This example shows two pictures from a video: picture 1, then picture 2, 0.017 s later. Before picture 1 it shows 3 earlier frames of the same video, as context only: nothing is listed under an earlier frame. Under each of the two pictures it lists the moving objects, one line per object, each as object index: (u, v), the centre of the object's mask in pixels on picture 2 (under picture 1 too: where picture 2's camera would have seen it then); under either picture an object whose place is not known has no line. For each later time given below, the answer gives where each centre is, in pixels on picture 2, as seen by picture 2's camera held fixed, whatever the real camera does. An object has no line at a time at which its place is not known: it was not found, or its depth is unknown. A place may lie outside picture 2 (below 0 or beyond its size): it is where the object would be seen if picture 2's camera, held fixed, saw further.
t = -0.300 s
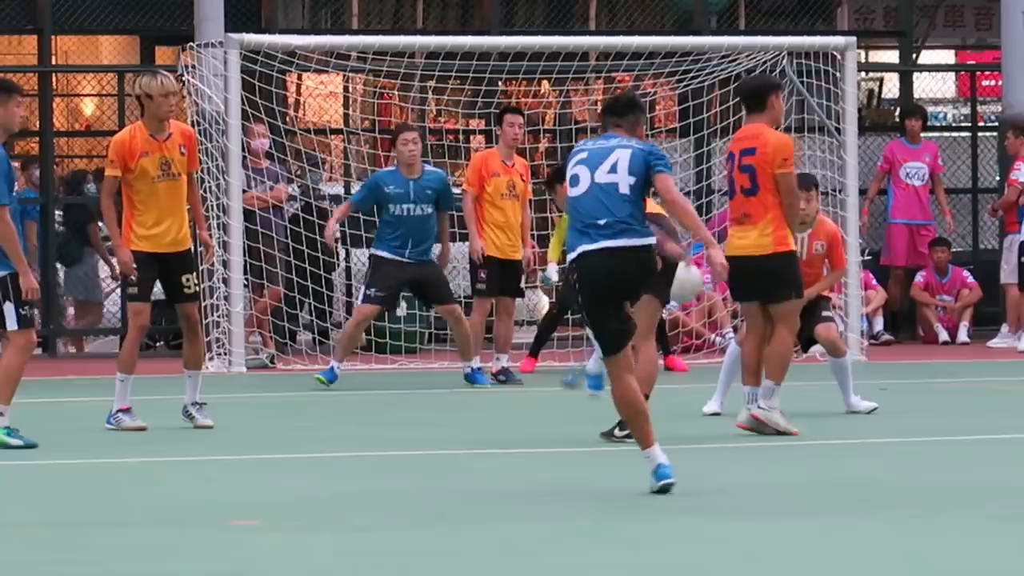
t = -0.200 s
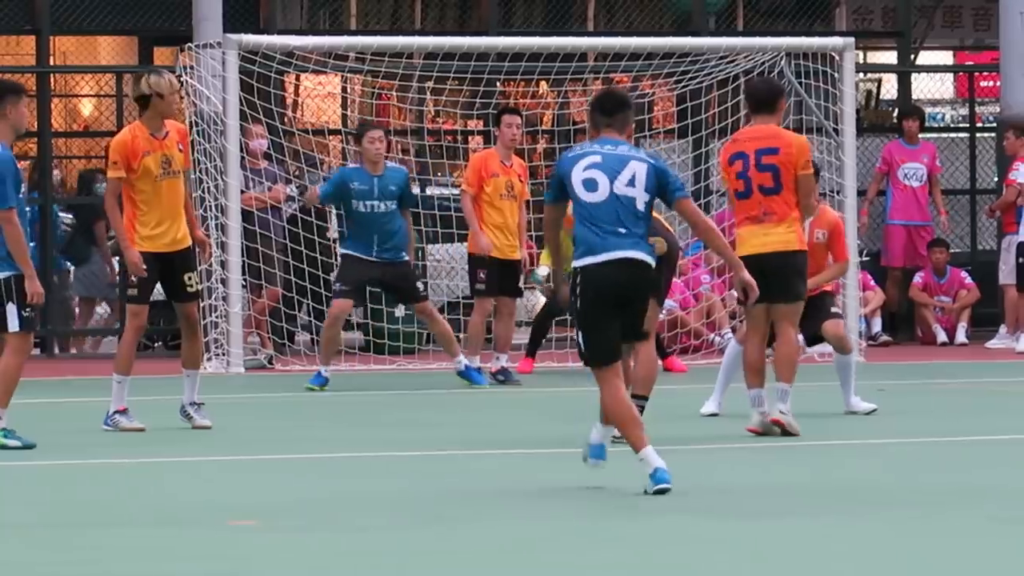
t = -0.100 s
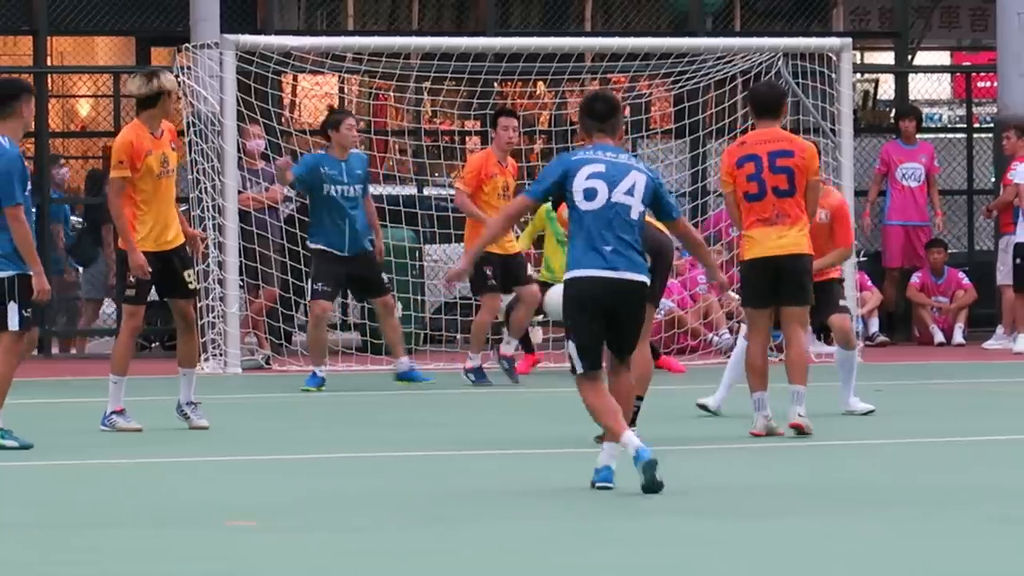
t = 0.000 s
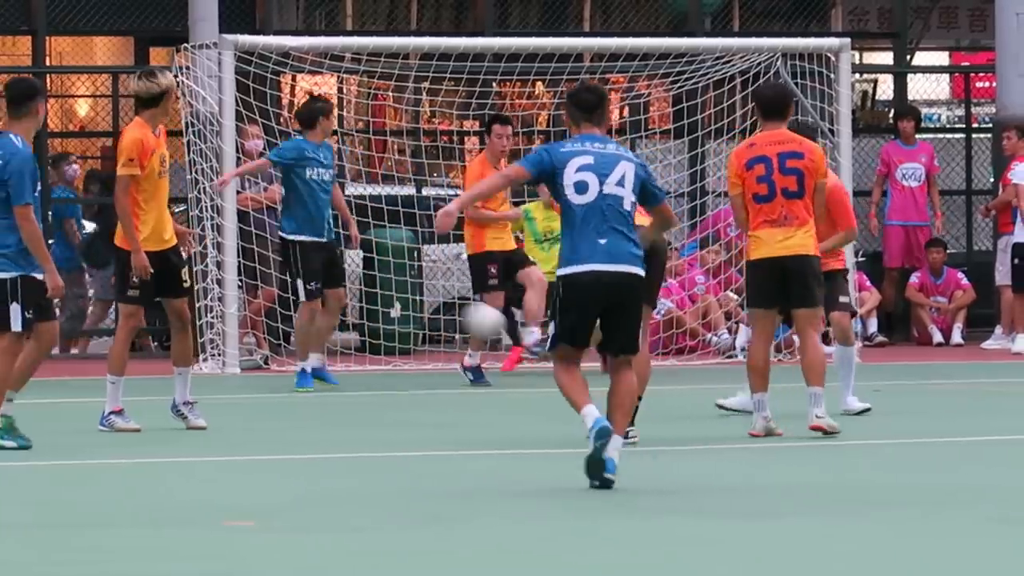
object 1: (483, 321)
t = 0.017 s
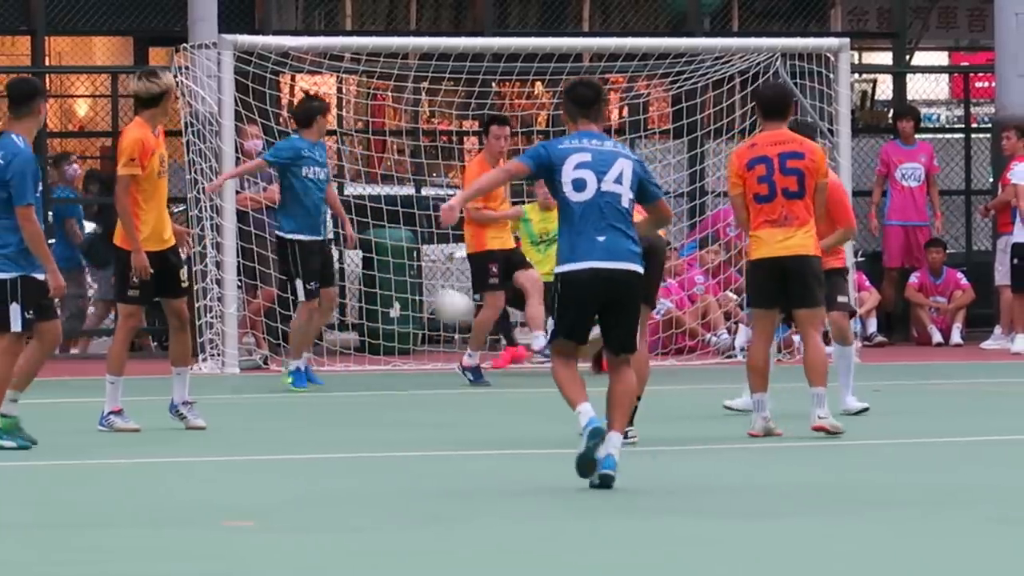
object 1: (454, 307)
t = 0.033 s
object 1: (421, 292)
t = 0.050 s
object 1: (390, 278)
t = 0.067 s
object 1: (361, 266)
